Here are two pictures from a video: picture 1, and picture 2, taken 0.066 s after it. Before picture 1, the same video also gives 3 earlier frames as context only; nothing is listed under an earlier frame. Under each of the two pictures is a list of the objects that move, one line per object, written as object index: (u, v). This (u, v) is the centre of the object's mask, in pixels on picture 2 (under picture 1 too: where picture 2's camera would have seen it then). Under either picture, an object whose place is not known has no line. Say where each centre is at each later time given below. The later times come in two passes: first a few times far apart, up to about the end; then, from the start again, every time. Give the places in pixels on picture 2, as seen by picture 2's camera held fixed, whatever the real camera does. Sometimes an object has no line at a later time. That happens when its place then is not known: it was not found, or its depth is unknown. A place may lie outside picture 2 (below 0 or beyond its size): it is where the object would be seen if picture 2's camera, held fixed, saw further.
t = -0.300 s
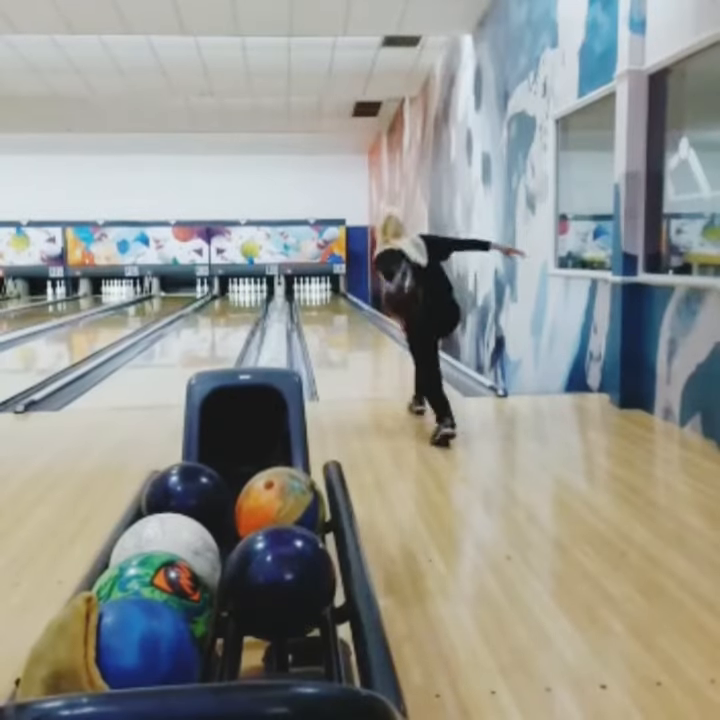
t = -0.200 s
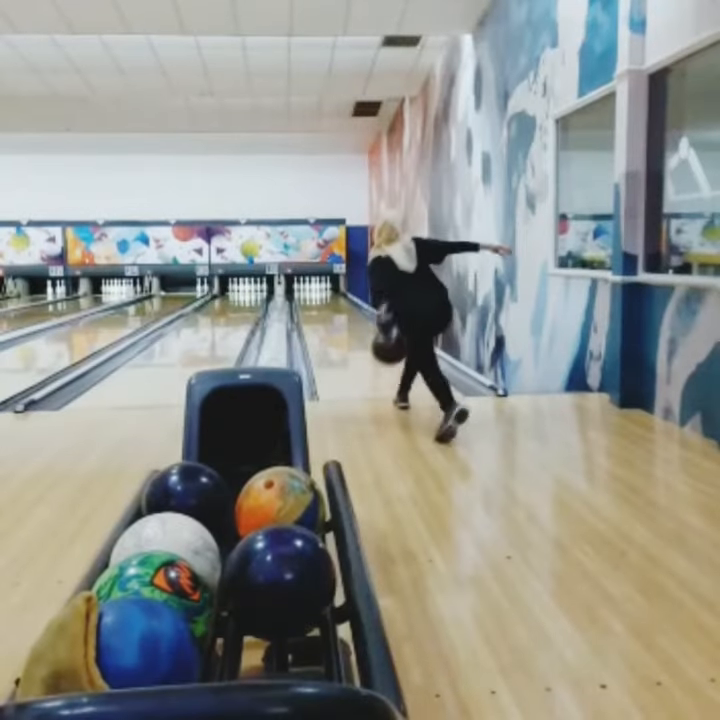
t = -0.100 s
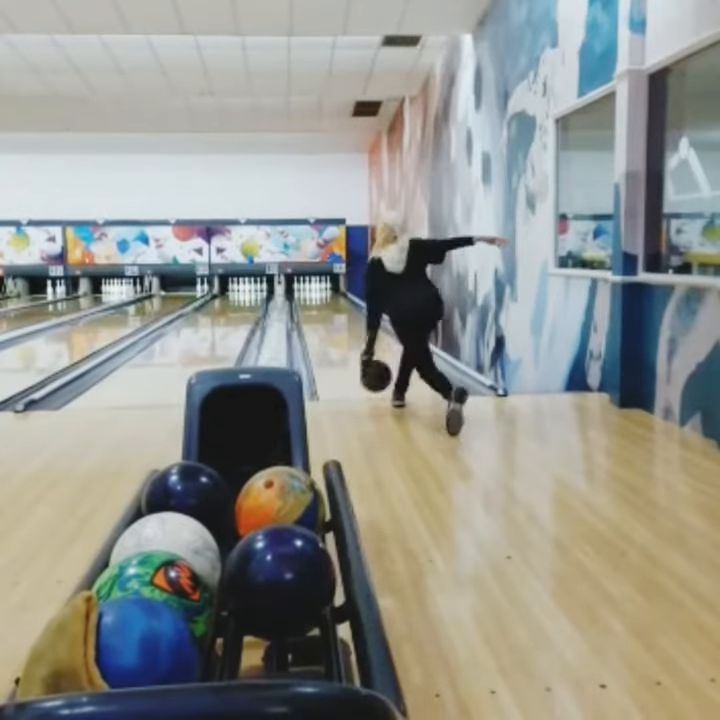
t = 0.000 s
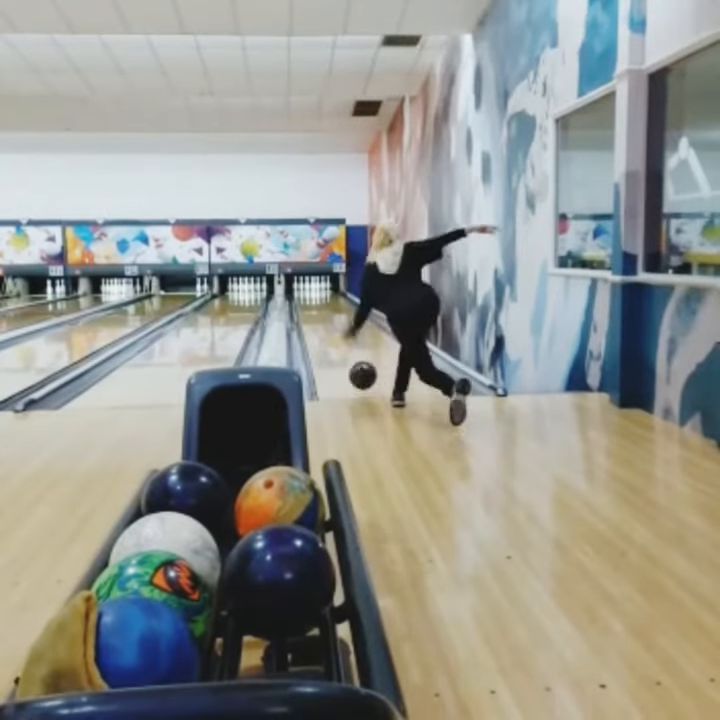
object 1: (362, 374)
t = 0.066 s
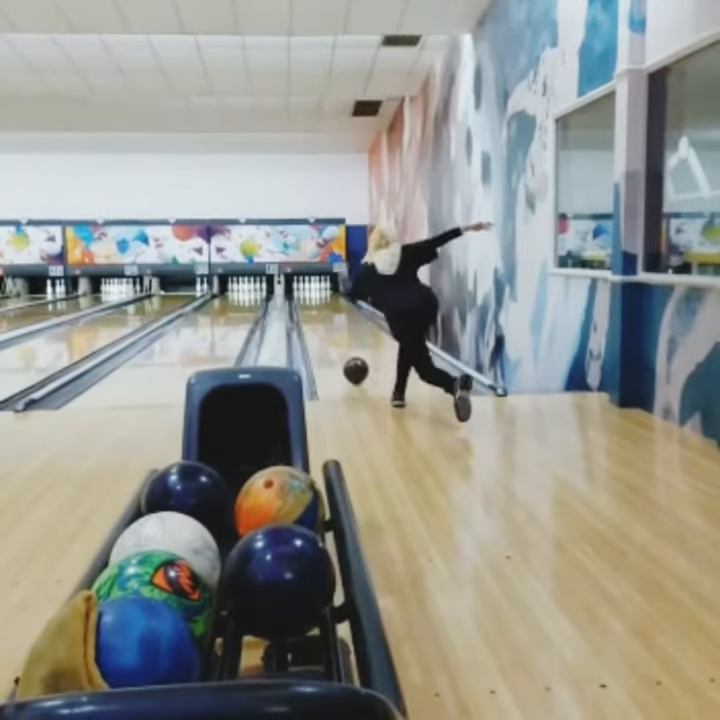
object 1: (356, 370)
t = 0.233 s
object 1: (342, 353)
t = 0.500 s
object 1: (328, 334)
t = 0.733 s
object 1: (319, 322)
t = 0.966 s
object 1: (313, 314)
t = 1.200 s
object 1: (308, 308)
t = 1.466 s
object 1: (305, 302)
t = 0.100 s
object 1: (352, 366)
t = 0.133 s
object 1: (350, 363)
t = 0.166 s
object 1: (347, 359)
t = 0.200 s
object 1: (345, 355)
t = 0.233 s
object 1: (342, 353)
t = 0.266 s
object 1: (340, 350)
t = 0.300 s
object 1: (338, 347)
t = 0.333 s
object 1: (336, 345)
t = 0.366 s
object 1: (334, 342)
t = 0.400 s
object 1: (333, 340)
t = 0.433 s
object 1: (331, 338)
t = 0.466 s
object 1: (329, 336)
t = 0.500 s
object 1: (328, 334)
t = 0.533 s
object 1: (326, 332)
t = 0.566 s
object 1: (325, 330)
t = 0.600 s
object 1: (324, 328)
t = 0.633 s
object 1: (323, 326)
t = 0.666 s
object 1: (321, 325)
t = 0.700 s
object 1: (320, 324)
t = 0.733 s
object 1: (319, 322)
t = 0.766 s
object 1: (318, 321)
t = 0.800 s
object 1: (317, 319)
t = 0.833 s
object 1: (316, 318)
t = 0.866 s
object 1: (316, 317)
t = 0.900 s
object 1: (315, 316)
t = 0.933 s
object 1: (314, 315)
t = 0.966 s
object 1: (313, 314)
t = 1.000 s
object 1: (312, 313)
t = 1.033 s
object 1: (312, 312)
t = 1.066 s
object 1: (311, 311)
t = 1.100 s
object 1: (310, 311)
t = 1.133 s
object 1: (310, 310)
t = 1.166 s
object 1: (309, 309)
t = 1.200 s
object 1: (308, 308)
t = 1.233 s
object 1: (308, 307)
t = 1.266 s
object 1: (308, 306)
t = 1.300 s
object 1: (308, 306)
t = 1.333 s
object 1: (307, 305)
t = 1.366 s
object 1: (307, 305)
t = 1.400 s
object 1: (306, 304)
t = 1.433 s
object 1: (306, 303)
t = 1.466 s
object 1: (305, 302)
